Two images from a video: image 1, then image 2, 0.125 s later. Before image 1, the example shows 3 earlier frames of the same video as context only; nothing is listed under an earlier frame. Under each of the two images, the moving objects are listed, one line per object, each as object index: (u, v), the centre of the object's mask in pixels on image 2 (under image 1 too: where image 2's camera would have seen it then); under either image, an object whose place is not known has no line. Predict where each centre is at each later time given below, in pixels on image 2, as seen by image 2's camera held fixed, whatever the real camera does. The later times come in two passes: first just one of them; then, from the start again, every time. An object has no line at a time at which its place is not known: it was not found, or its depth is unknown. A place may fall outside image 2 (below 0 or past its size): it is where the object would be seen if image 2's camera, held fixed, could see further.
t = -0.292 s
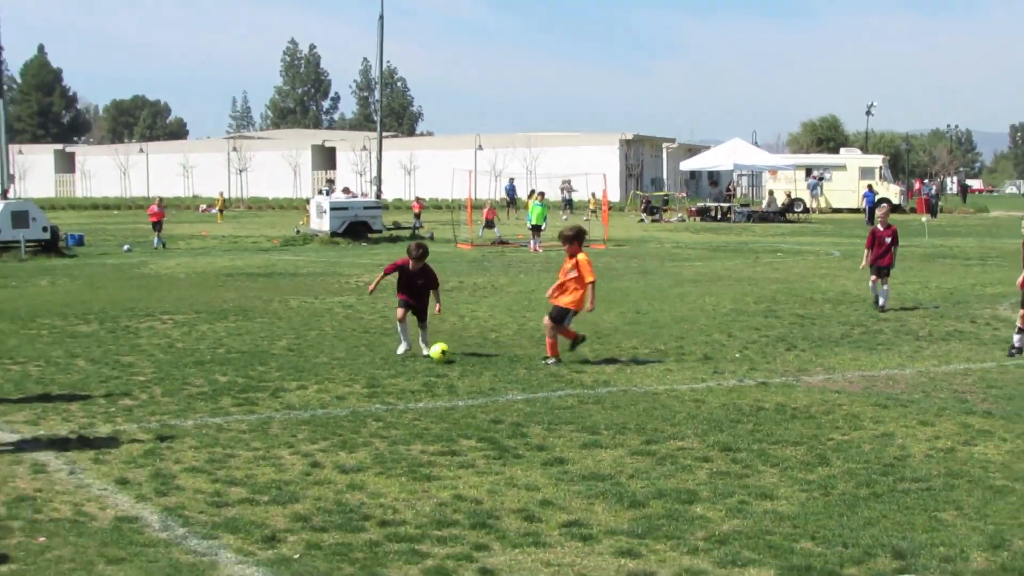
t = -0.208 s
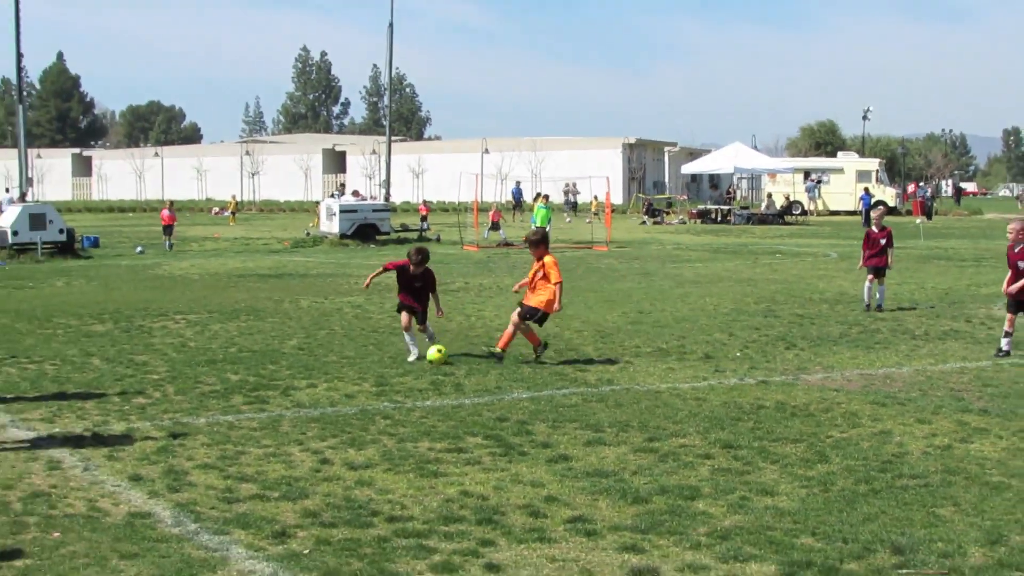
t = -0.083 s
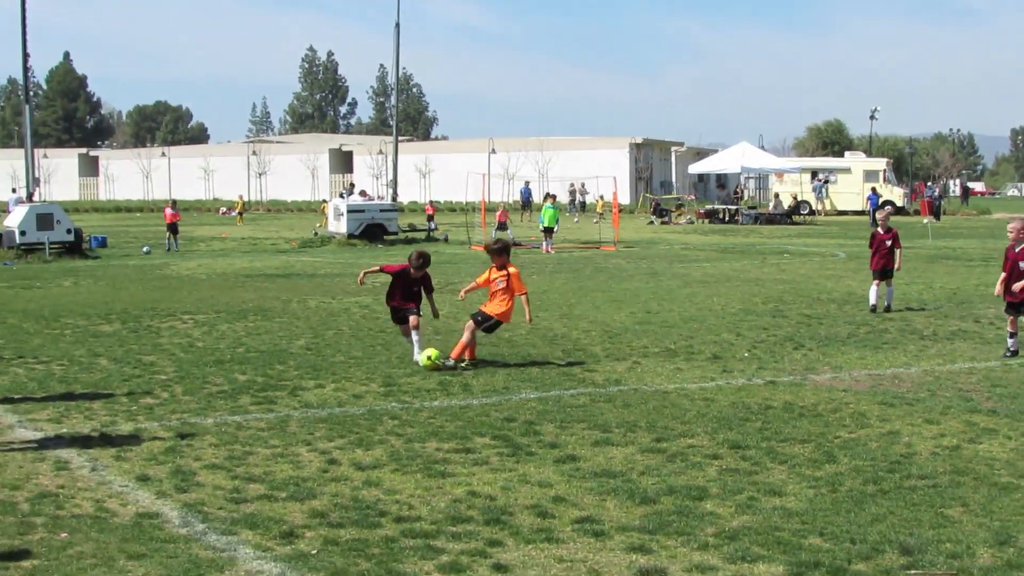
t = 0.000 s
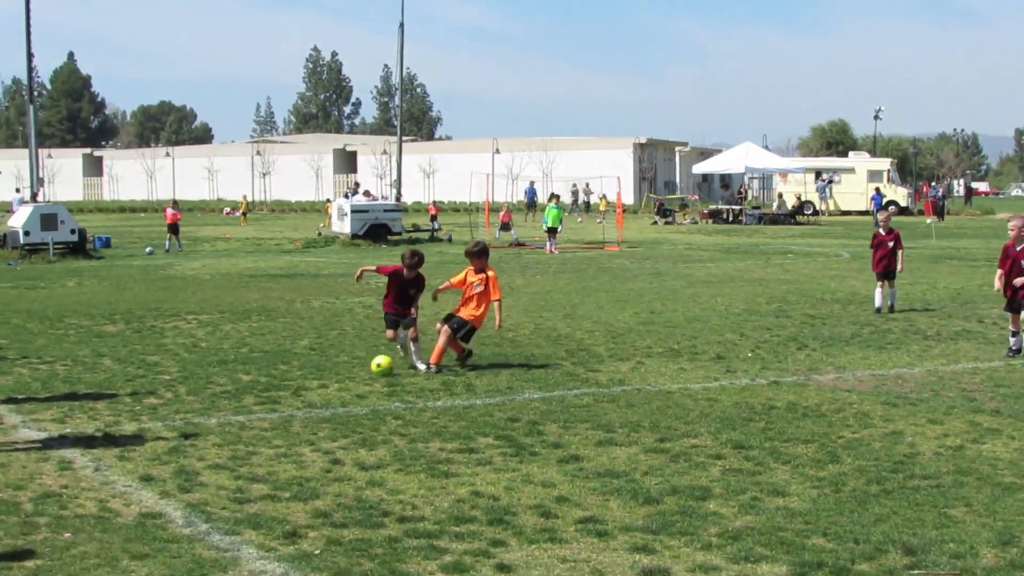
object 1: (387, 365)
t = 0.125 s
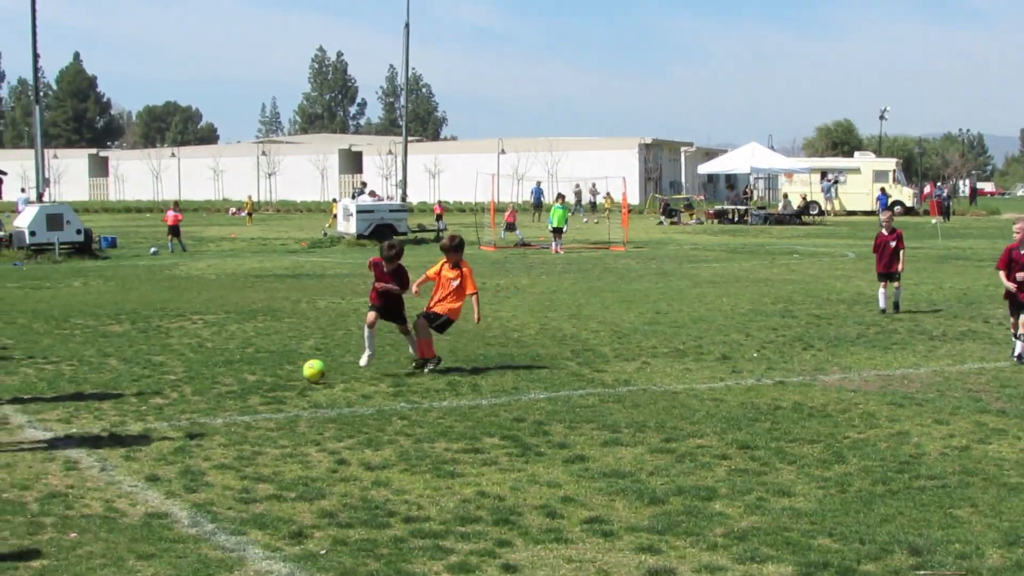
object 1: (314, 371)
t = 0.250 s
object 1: (249, 375)
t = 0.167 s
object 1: (291, 370)
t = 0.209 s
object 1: (271, 371)
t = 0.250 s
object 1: (249, 375)
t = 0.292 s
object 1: (227, 378)
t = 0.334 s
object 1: (208, 380)
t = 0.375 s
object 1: (189, 380)
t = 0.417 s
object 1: (171, 382)
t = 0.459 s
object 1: (151, 384)
